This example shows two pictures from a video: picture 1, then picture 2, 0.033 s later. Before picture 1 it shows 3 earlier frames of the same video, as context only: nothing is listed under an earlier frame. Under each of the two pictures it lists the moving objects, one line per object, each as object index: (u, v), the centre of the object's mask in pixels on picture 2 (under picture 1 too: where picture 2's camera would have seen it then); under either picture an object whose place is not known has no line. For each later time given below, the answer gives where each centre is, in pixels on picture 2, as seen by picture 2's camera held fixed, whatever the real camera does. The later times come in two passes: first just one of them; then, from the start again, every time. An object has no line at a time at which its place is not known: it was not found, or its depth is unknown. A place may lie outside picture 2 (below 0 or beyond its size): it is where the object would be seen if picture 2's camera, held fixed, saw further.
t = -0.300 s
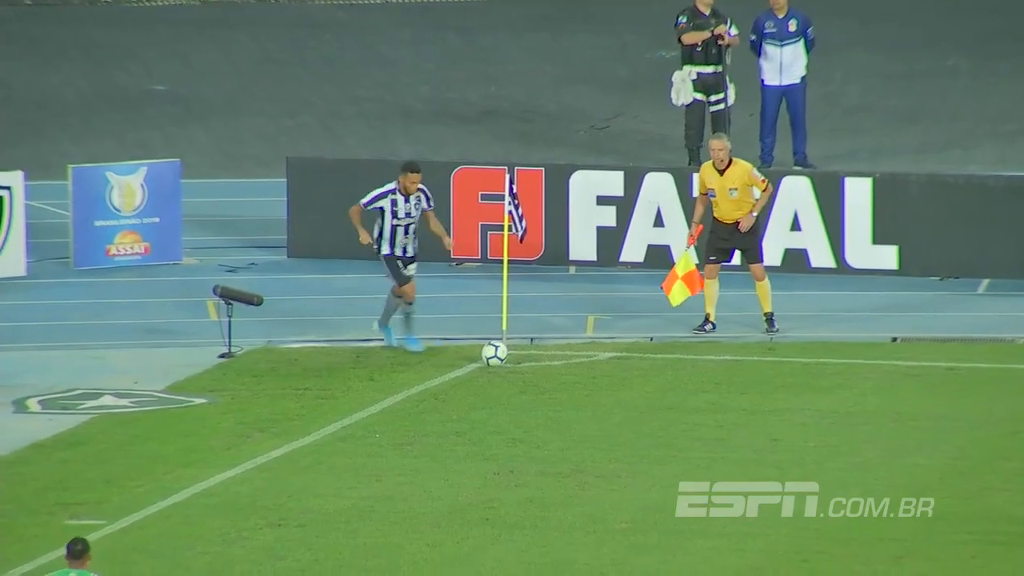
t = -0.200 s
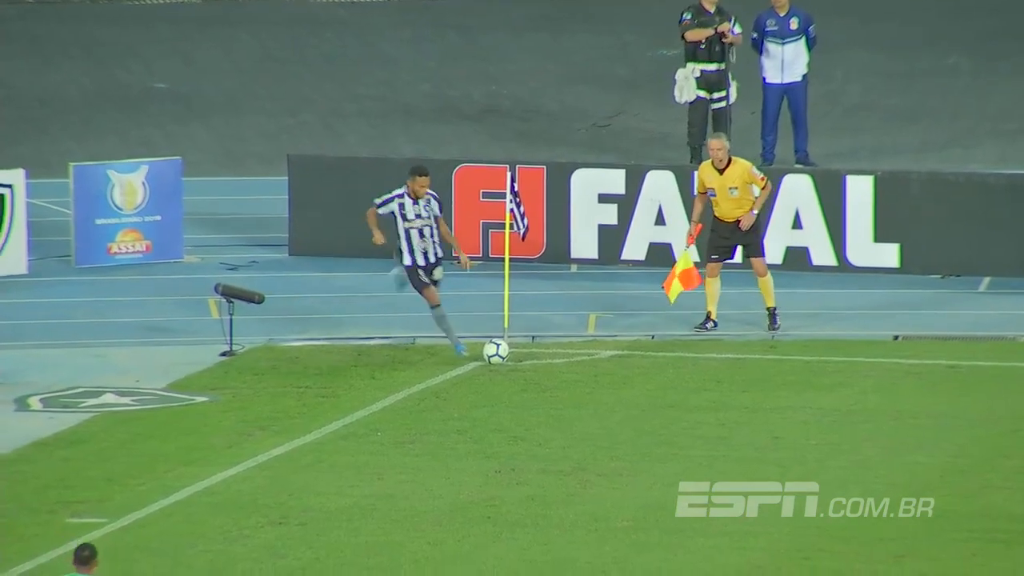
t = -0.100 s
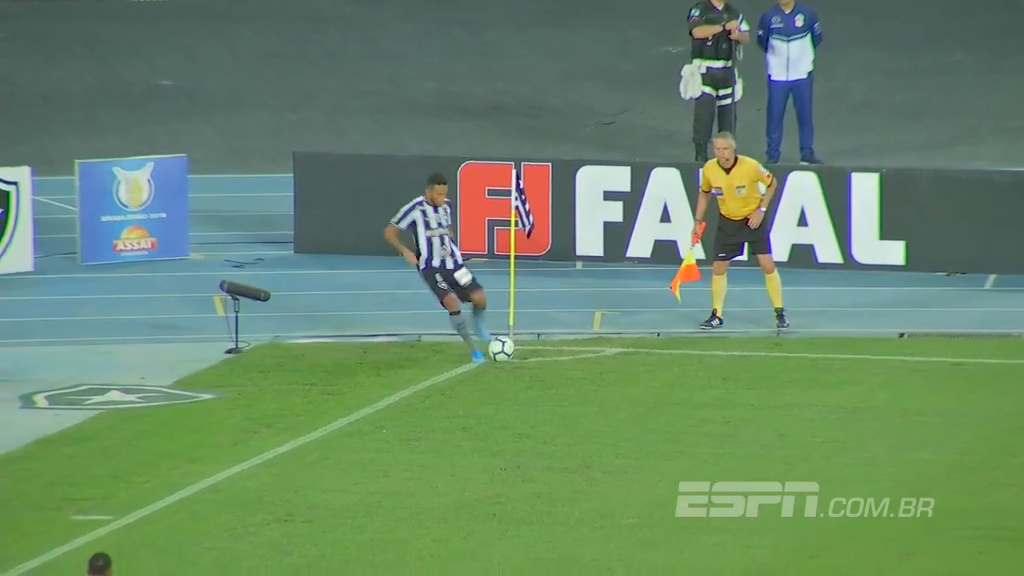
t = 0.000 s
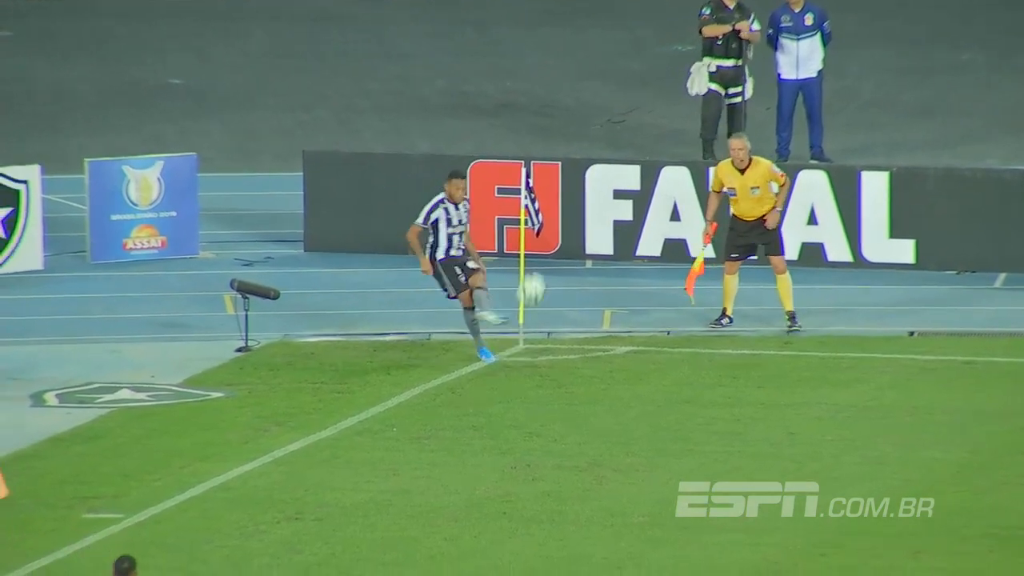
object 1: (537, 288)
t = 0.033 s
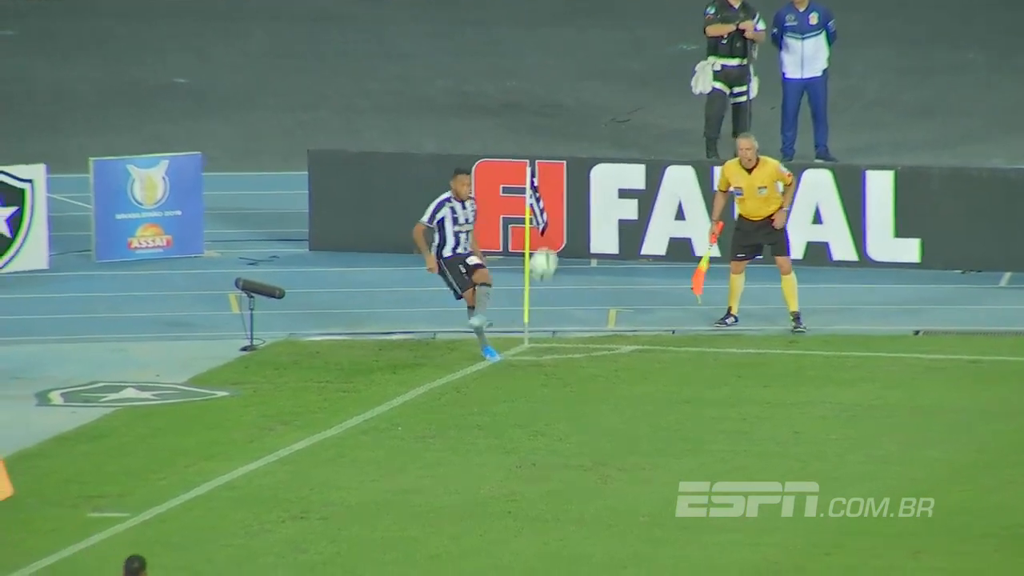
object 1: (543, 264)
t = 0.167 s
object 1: (557, 177)
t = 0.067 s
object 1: (548, 240)
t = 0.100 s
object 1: (552, 218)
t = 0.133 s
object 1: (556, 196)
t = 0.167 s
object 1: (557, 177)
